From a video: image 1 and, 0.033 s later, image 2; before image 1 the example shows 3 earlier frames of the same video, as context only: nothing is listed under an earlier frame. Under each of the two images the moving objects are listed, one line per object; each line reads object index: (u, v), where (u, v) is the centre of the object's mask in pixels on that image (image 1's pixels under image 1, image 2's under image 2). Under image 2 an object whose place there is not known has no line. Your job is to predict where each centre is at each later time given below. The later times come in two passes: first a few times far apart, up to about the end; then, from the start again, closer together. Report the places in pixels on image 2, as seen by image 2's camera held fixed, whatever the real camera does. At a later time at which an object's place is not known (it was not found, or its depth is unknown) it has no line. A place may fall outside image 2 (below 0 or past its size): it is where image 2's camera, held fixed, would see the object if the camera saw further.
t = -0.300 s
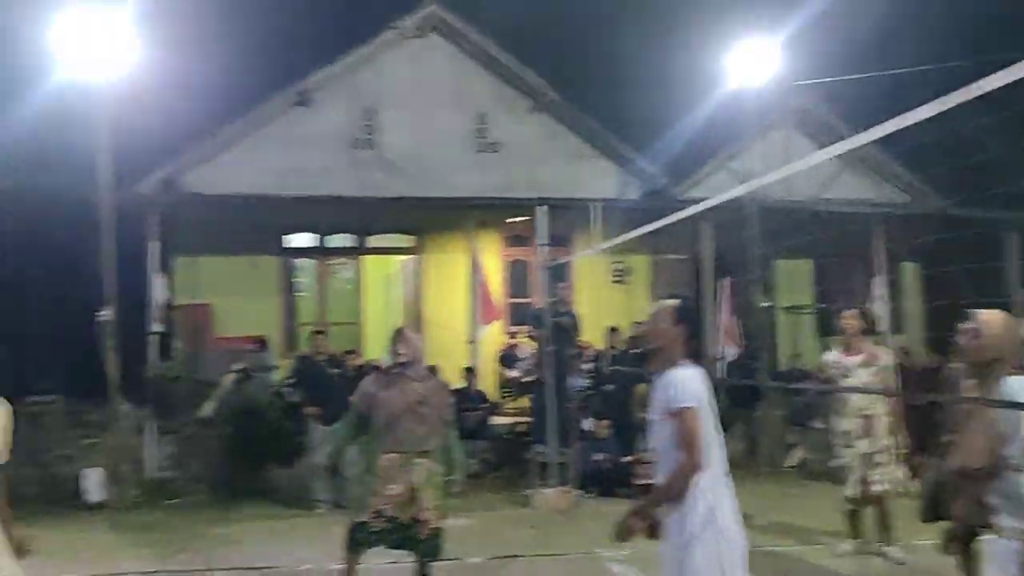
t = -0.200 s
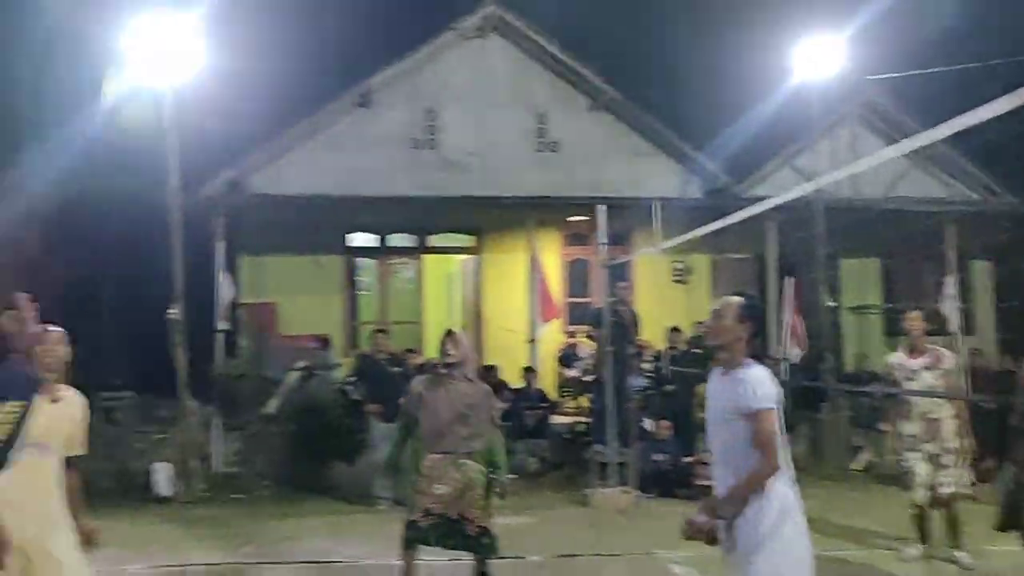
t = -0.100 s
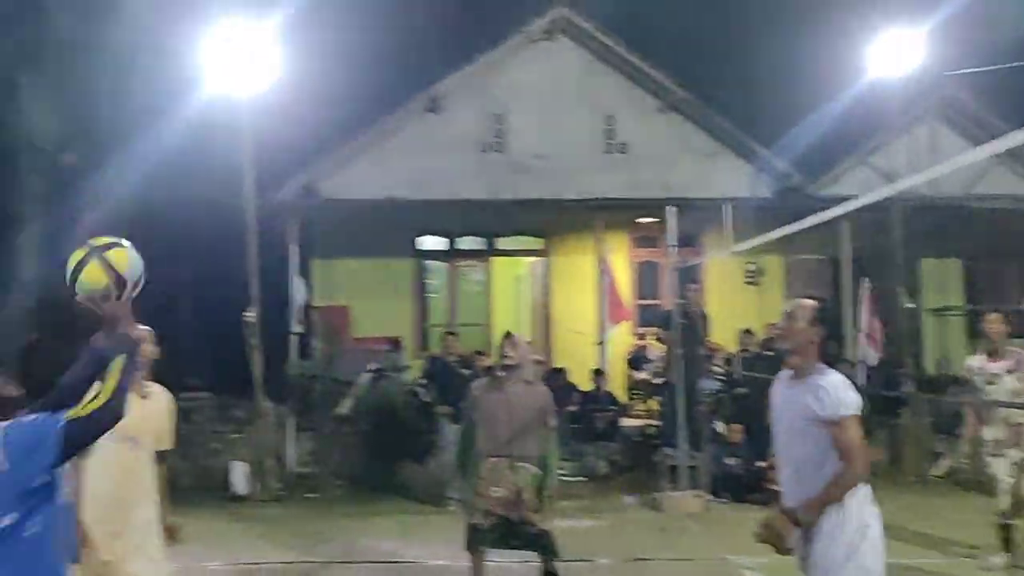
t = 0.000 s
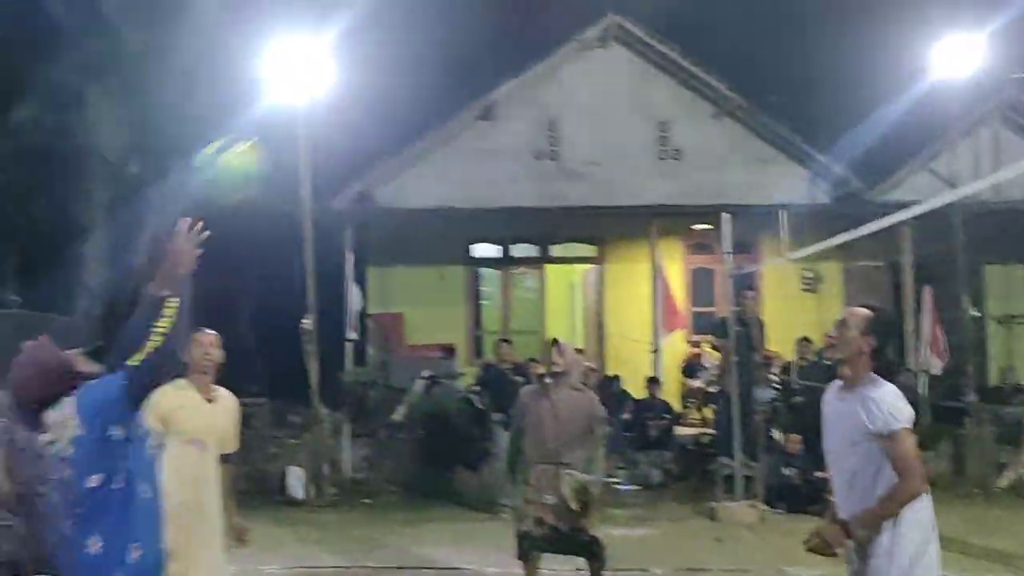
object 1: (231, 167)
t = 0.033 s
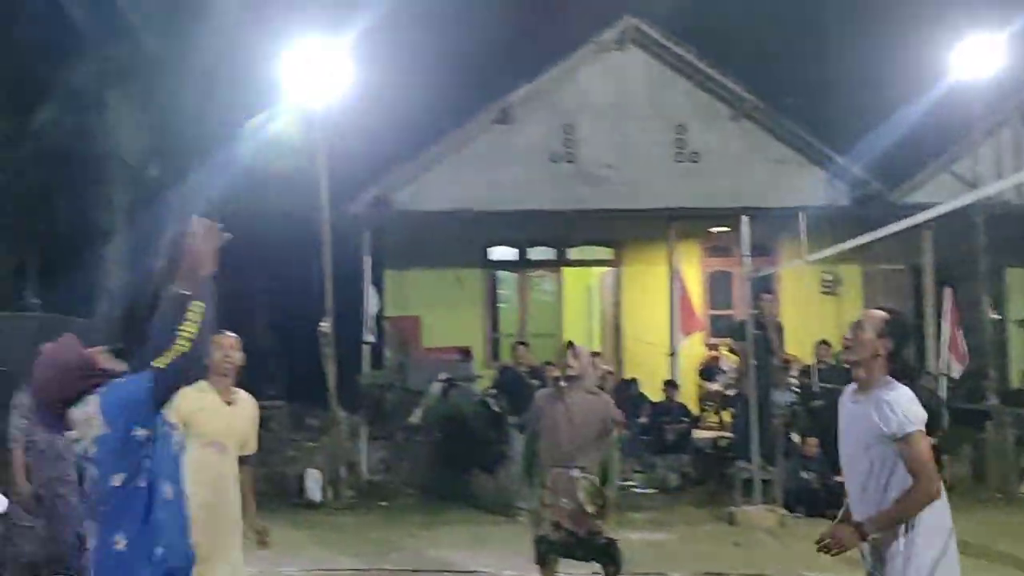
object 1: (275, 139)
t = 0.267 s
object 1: (419, 26)
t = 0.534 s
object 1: (552, 67)
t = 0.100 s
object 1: (320, 91)
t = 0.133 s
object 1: (349, 68)
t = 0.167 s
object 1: (370, 51)
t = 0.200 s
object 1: (382, 38)
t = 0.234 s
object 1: (400, 35)
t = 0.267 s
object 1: (419, 26)
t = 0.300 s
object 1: (437, 22)
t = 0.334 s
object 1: (455, 21)
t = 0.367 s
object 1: (472, 23)
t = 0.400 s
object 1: (489, 27)
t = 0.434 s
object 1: (505, 34)
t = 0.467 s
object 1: (521, 44)
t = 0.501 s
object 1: (536, 56)
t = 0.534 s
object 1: (552, 67)
